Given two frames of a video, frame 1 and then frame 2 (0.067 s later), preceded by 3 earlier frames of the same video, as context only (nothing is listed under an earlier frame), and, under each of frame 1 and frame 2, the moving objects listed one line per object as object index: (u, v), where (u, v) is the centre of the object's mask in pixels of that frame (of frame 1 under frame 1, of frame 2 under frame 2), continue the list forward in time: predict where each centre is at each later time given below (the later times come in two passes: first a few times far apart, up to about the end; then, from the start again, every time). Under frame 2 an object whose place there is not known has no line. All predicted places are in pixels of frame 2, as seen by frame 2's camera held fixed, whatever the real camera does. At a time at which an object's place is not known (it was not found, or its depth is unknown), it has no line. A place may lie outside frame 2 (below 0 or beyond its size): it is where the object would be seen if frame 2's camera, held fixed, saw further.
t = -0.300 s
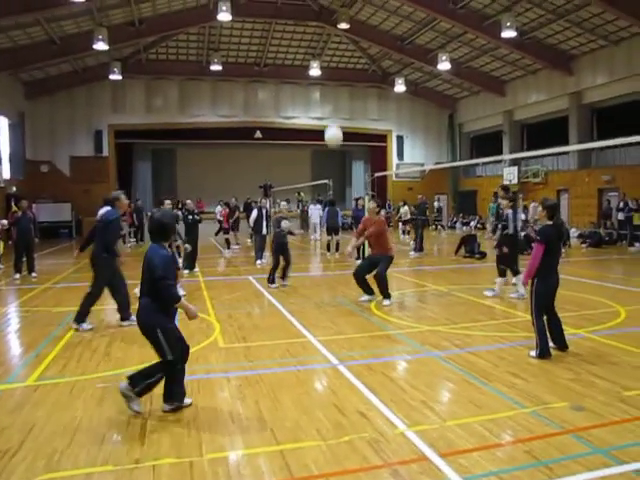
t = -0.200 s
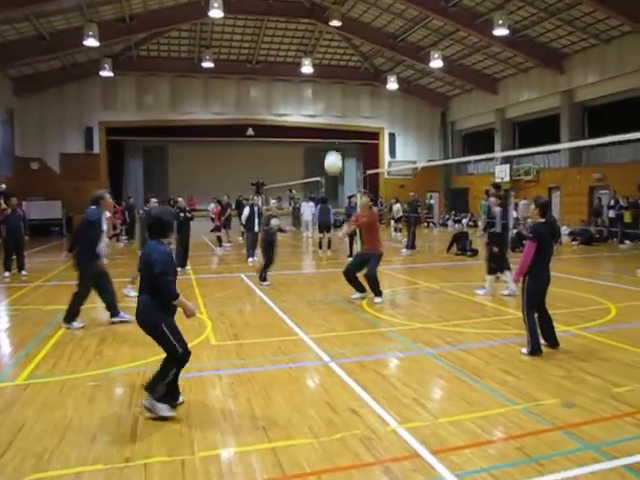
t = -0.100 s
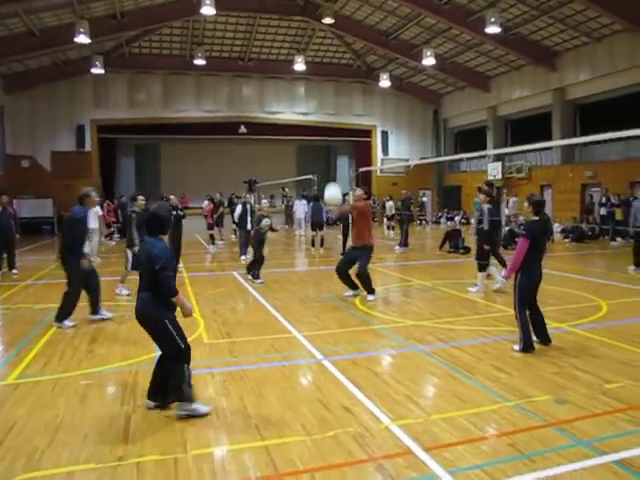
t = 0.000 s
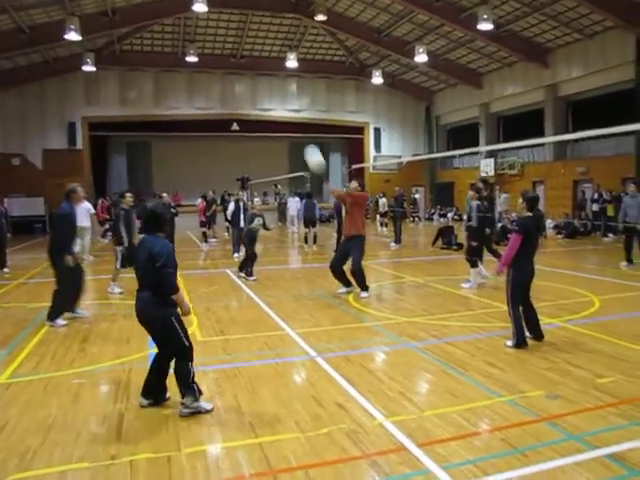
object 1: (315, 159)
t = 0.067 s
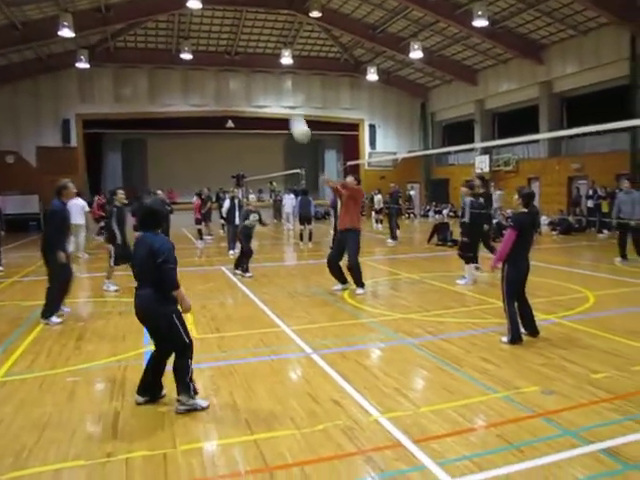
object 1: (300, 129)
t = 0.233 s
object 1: (279, 80)
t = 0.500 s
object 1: (252, 41)
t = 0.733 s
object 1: (234, 43)
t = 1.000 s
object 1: (216, 78)
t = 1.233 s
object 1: (203, 134)
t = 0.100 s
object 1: (296, 119)
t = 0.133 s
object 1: (289, 101)
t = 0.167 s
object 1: (285, 92)
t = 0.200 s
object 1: (281, 84)
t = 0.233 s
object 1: (279, 80)
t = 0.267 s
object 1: (275, 72)
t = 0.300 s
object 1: (271, 65)
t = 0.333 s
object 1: (267, 59)
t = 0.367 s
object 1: (264, 54)
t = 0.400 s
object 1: (261, 50)
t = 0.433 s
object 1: (258, 46)
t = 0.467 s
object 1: (255, 43)
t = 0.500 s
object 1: (252, 41)
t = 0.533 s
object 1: (249, 39)
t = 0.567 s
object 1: (247, 39)
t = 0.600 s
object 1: (244, 38)
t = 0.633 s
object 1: (241, 39)
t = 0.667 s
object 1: (239, 40)
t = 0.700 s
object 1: (236, 41)
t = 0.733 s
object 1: (234, 43)
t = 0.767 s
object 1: (232, 46)
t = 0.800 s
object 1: (230, 49)
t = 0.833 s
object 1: (227, 53)
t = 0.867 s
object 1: (225, 57)
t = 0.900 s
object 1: (223, 62)
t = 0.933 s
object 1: (221, 67)
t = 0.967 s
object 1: (218, 73)
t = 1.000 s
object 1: (216, 78)
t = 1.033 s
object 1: (215, 84)
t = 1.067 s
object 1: (212, 92)
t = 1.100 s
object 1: (210, 98)
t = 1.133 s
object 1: (208, 107)
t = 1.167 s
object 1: (207, 116)
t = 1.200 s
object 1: (205, 125)
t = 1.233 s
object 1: (203, 134)
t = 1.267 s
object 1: (202, 144)
